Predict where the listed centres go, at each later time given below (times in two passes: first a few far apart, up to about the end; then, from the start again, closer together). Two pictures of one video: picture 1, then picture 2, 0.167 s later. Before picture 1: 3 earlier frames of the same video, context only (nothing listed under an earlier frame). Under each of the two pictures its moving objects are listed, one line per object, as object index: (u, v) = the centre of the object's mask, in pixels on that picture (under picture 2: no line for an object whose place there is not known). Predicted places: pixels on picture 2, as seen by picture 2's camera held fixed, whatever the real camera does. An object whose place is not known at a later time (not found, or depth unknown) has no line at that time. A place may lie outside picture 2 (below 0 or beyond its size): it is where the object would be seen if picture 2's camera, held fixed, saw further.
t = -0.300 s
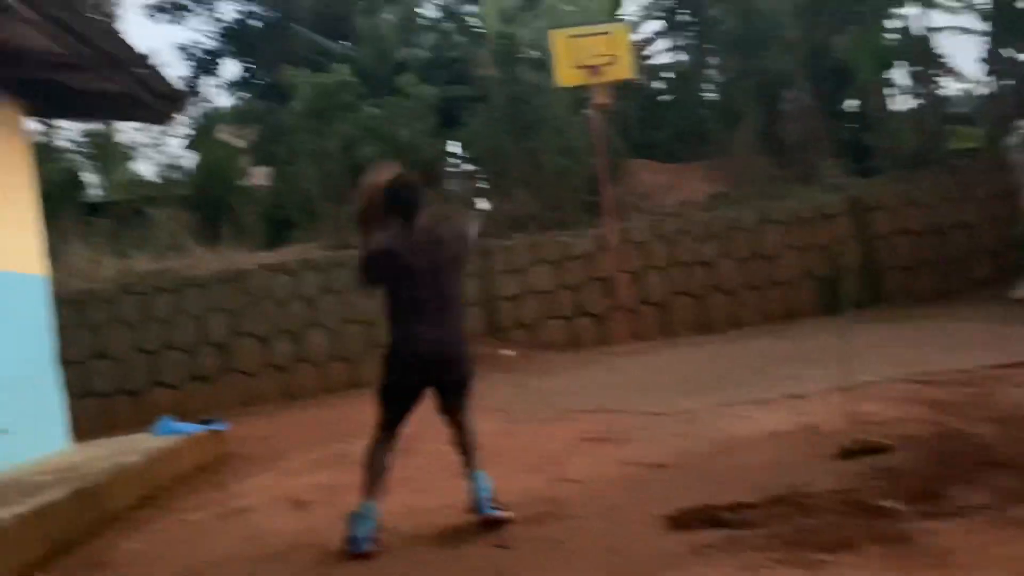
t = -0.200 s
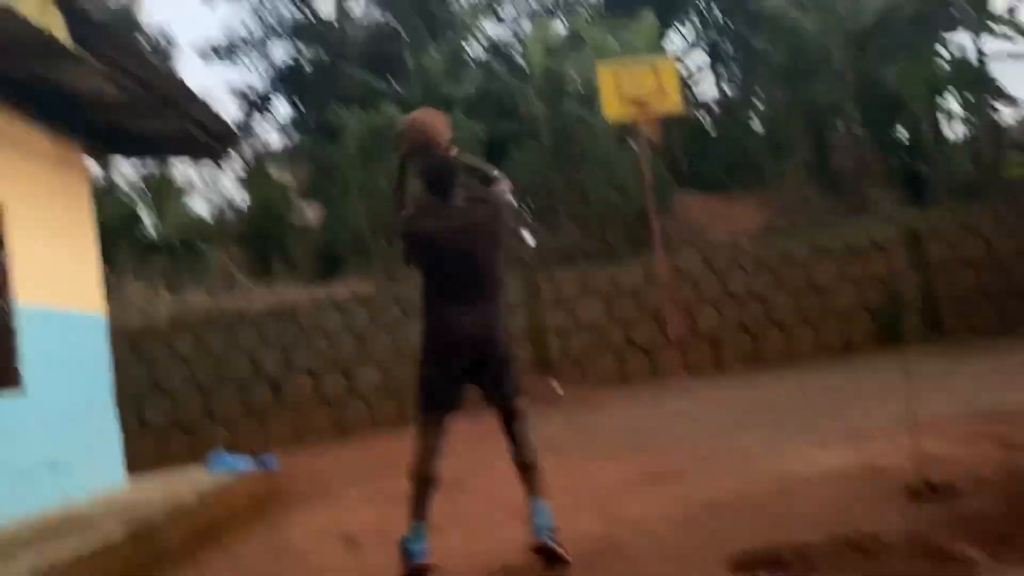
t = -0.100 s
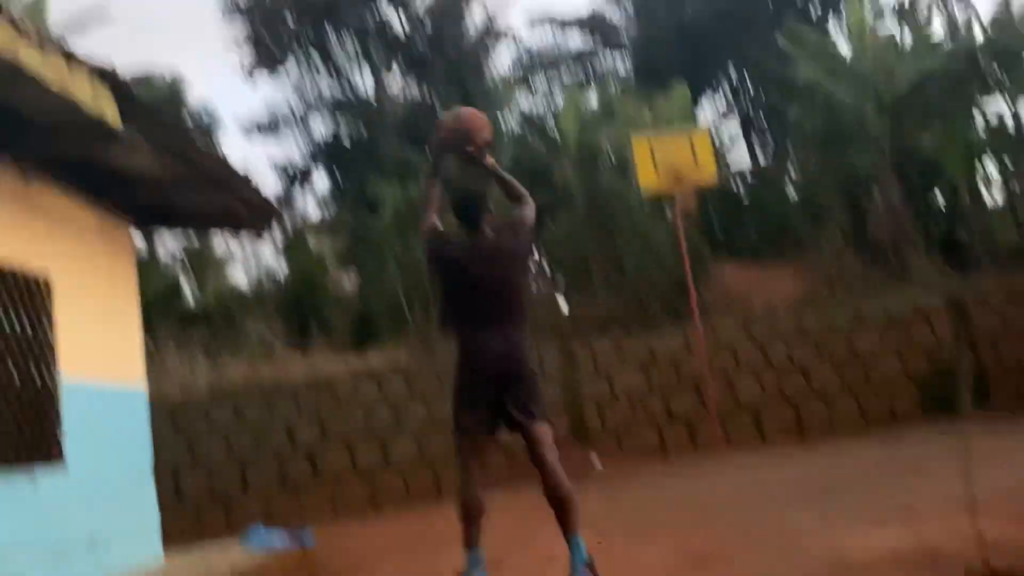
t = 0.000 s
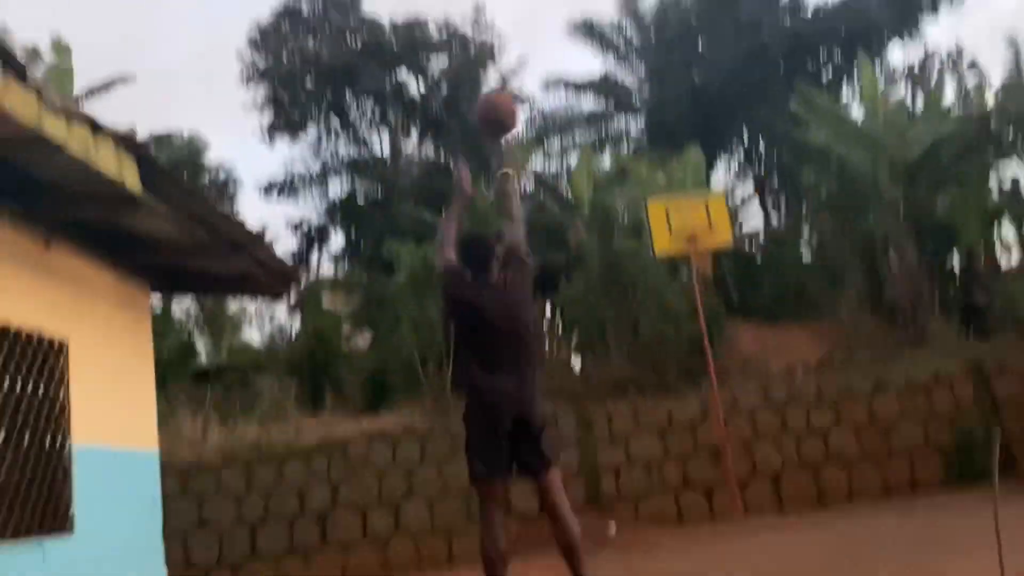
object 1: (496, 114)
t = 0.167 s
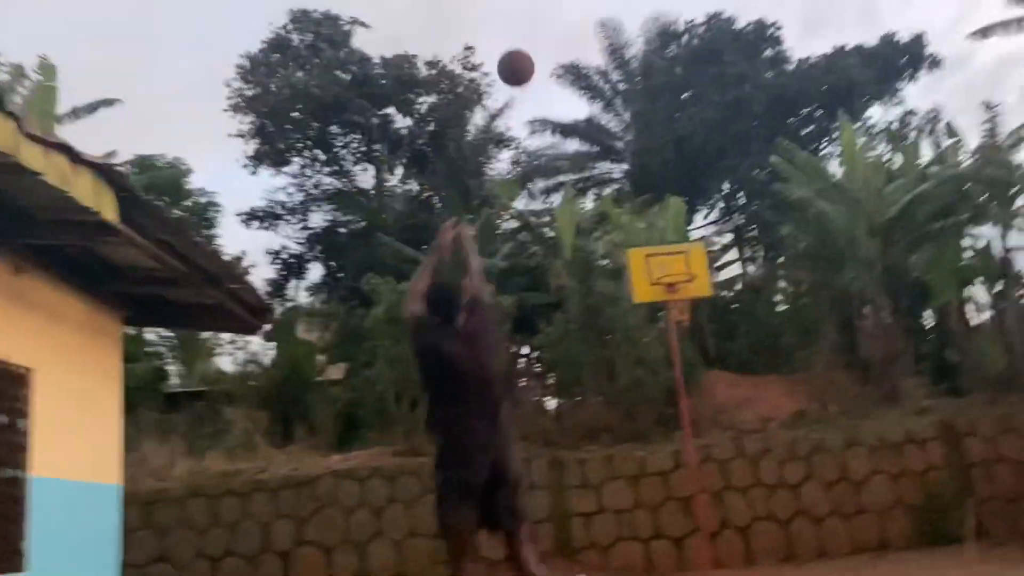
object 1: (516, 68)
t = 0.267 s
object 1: (532, 45)
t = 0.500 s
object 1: (570, 48)
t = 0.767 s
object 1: (602, 109)
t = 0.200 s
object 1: (521, 58)
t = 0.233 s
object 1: (527, 50)
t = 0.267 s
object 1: (532, 45)
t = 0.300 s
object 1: (537, 41)
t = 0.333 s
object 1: (543, 39)
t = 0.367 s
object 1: (548, 38)
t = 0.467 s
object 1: (565, 45)
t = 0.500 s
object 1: (570, 48)
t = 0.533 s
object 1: (574, 54)
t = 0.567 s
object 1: (578, 60)
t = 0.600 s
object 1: (582, 67)
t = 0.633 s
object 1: (589, 73)
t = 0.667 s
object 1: (591, 81)
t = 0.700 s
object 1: (595, 91)
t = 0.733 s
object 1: (598, 99)
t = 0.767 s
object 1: (602, 109)
